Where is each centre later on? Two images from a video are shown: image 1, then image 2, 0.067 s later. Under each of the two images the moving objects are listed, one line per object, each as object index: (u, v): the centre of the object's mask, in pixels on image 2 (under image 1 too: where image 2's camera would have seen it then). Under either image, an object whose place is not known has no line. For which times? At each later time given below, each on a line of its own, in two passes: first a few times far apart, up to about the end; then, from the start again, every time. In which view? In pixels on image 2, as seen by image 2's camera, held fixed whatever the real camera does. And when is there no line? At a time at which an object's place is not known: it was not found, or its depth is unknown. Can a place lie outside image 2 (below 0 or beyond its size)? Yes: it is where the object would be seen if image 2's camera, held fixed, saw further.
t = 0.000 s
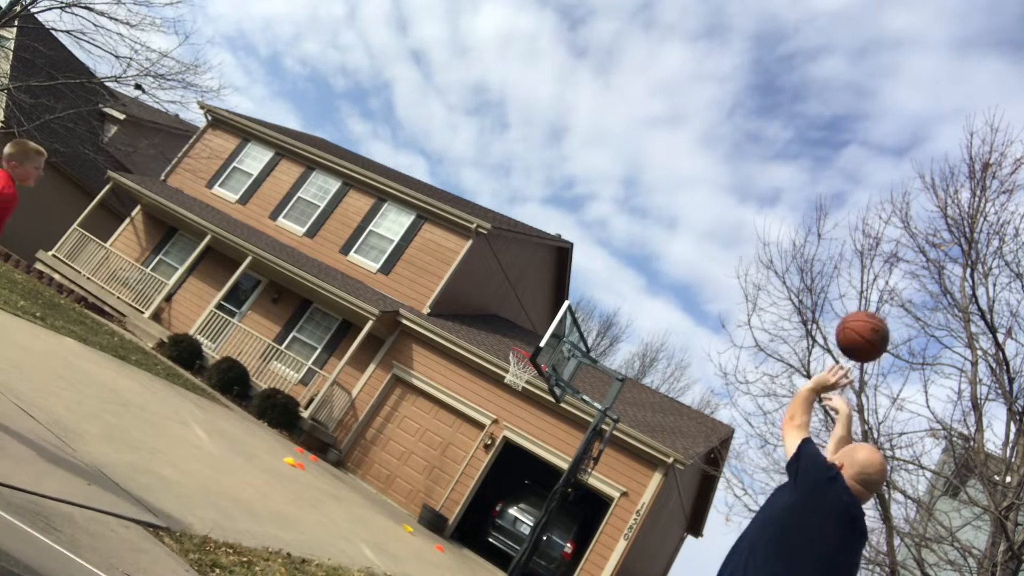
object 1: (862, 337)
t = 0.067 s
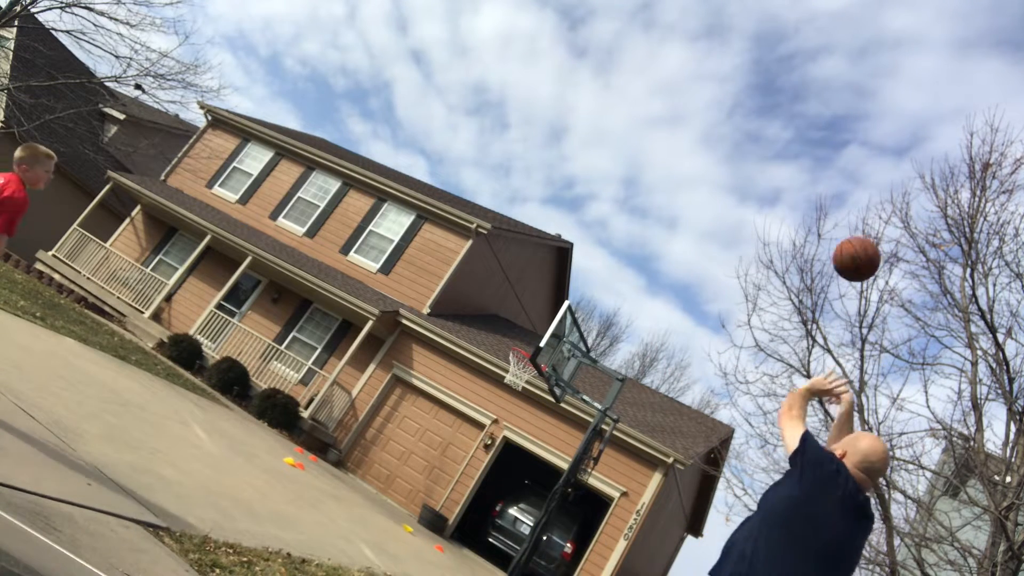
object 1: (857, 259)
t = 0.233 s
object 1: (836, 150)
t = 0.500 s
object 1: (794, 96)
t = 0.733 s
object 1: (748, 107)
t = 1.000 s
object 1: (685, 159)
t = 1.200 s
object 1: (632, 218)
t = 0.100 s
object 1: (853, 229)
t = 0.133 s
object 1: (849, 204)
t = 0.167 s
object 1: (845, 183)
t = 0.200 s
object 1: (841, 165)
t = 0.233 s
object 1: (836, 150)
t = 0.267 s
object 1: (832, 138)
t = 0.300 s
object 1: (827, 127)
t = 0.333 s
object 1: (822, 118)
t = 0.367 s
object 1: (816, 111)
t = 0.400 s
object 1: (811, 105)
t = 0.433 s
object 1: (806, 101)
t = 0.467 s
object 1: (800, 98)
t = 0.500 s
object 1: (794, 96)
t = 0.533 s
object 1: (788, 95)
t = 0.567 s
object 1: (782, 95)
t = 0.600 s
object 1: (775, 96)
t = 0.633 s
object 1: (769, 97)
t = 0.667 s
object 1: (762, 100)
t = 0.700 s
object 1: (755, 103)
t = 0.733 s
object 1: (748, 107)
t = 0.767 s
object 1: (741, 111)
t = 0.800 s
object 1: (733, 117)
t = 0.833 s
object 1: (726, 122)
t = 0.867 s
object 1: (718, 128)
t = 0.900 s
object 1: (710, 135)
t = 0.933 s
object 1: (702, 143)
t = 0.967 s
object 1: (694, 151)
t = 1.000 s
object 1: (685, 159)
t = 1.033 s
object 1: (677, 168)
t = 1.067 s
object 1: (668, 177)
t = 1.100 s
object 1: (659, 187)
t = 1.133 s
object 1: (651, 197)
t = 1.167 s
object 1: (641, 207)
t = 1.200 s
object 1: (632, 218)
